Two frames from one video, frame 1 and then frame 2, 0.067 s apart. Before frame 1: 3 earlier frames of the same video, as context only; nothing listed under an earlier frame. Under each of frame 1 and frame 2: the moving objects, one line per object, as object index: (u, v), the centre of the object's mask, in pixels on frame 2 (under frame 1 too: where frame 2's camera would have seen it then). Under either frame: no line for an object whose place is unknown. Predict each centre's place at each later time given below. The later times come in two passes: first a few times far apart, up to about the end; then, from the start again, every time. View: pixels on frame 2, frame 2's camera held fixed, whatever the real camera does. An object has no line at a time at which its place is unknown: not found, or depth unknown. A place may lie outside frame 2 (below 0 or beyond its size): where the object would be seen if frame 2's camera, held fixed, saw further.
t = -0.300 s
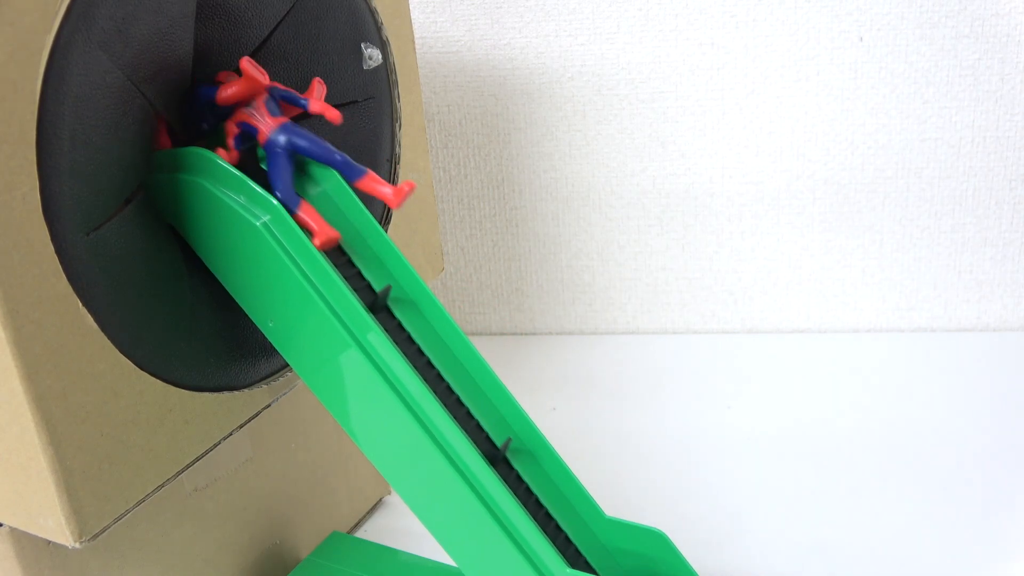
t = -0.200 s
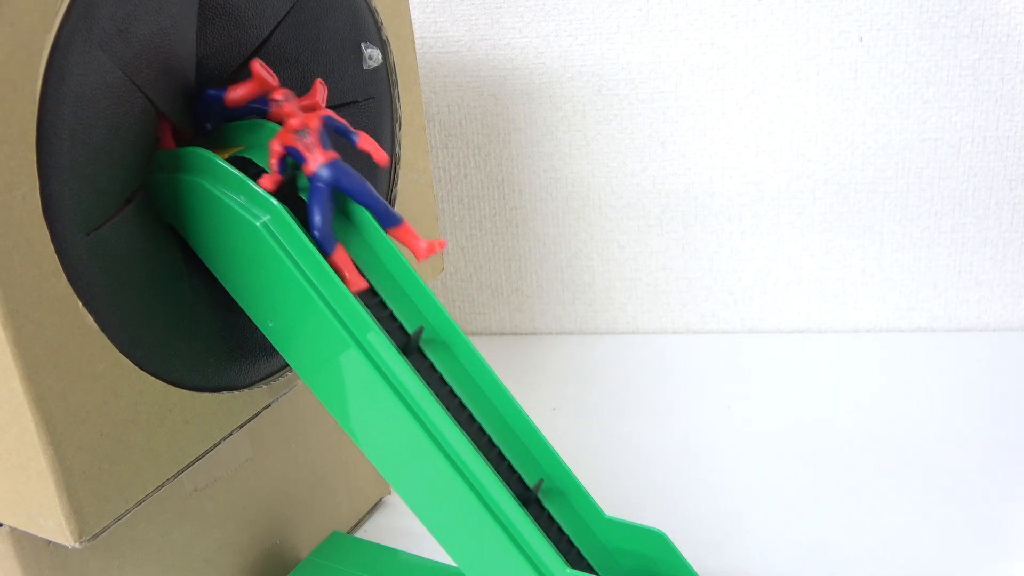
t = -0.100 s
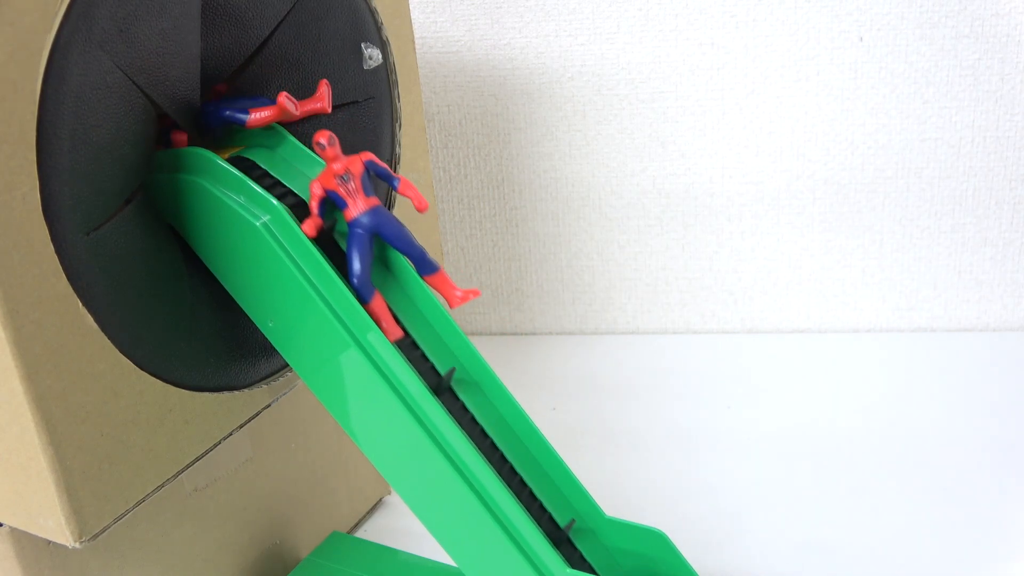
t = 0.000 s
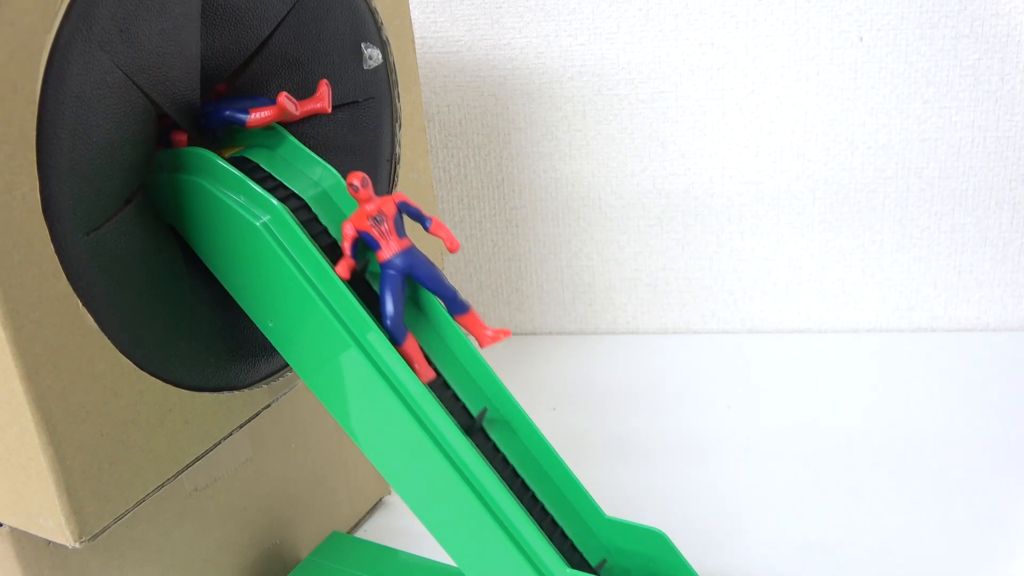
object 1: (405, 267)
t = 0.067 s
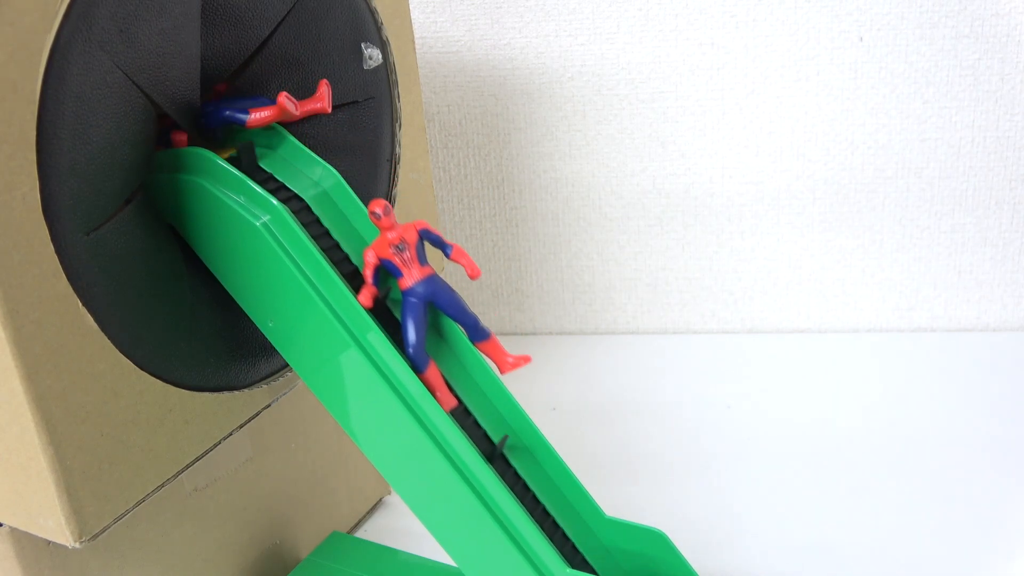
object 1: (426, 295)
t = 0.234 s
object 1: (478, 363)
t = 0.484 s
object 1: (566, 461)
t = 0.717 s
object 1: (626, 527)
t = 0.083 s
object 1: (432, 302)
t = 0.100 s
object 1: (437, 309)
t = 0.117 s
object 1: (442, 316)
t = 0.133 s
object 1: (447, 322)
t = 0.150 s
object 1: (453, 329)
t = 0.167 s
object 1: (458, 336)
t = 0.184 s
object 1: (463, 342)
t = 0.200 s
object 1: (468, 349)
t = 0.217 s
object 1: (473, 356)
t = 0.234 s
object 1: (478, 363)
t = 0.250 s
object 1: (484, 370)
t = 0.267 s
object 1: (489, 376)
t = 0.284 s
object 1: (494, 383)
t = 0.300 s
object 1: (500, 390)
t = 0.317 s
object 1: (506, 396)
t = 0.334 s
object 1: (511, 402)
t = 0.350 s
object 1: (517, 408)
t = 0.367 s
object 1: (523, 416)
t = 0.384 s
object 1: (528, 422)
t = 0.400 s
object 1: (533, 428)
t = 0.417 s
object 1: (540, 436)
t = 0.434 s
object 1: (546, 443)
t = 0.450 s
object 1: (553, 448)
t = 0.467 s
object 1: (559, 454)
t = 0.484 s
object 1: (566, 461)
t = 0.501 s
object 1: (572, 467)
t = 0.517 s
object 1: (577, 472)
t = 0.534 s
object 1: (582, 478)
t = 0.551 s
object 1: (586, 483)
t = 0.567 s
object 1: (592, 489)
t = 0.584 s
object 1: (598, 495)
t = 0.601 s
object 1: (601, 499)
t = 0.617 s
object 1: (605, 503)
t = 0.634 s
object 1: (608, 507)
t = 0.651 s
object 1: (612, 511)
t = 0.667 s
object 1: (616, 516)
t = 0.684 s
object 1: (619, 520)
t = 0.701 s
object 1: (622, 523)
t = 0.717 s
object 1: (626, 527)
